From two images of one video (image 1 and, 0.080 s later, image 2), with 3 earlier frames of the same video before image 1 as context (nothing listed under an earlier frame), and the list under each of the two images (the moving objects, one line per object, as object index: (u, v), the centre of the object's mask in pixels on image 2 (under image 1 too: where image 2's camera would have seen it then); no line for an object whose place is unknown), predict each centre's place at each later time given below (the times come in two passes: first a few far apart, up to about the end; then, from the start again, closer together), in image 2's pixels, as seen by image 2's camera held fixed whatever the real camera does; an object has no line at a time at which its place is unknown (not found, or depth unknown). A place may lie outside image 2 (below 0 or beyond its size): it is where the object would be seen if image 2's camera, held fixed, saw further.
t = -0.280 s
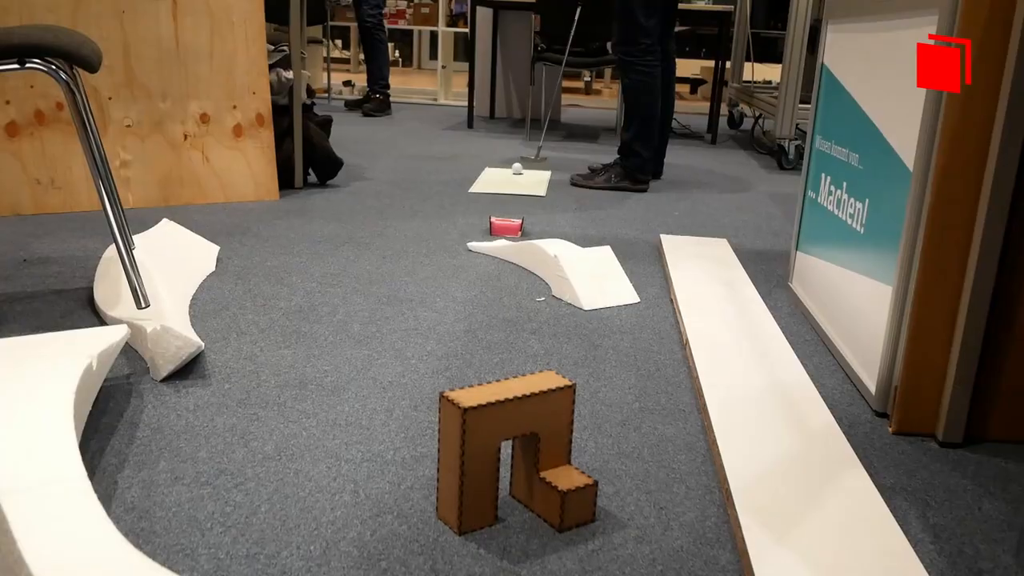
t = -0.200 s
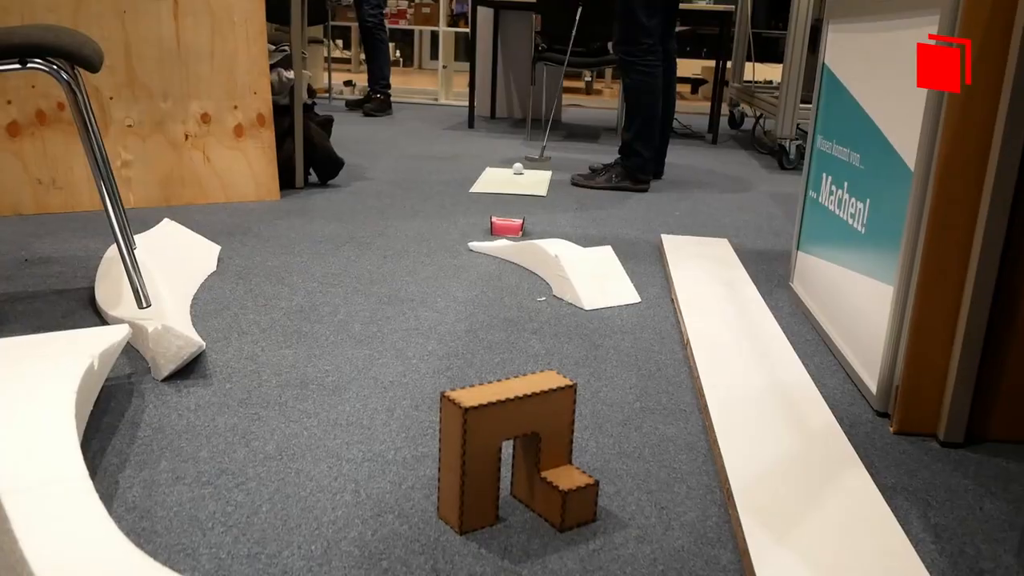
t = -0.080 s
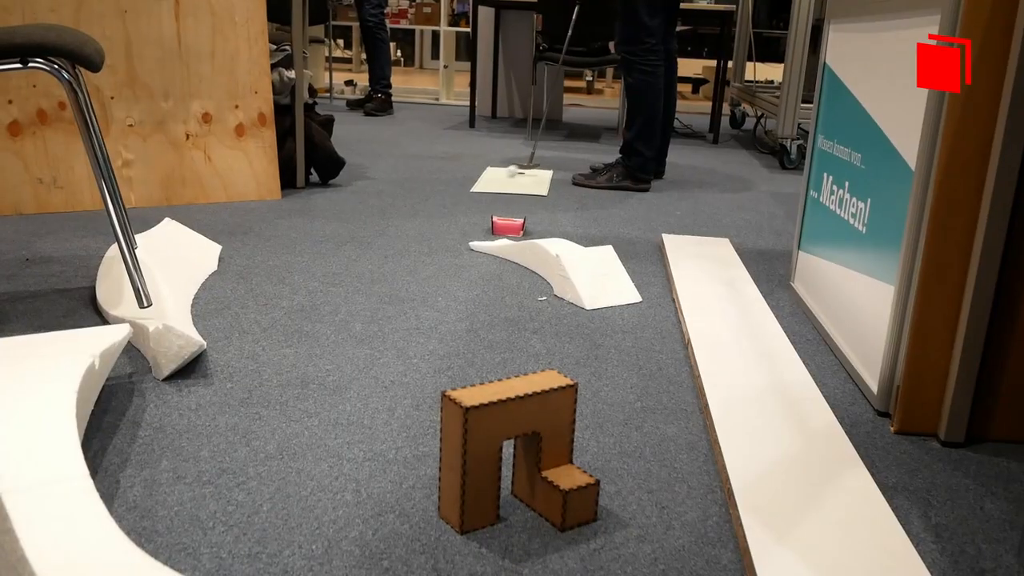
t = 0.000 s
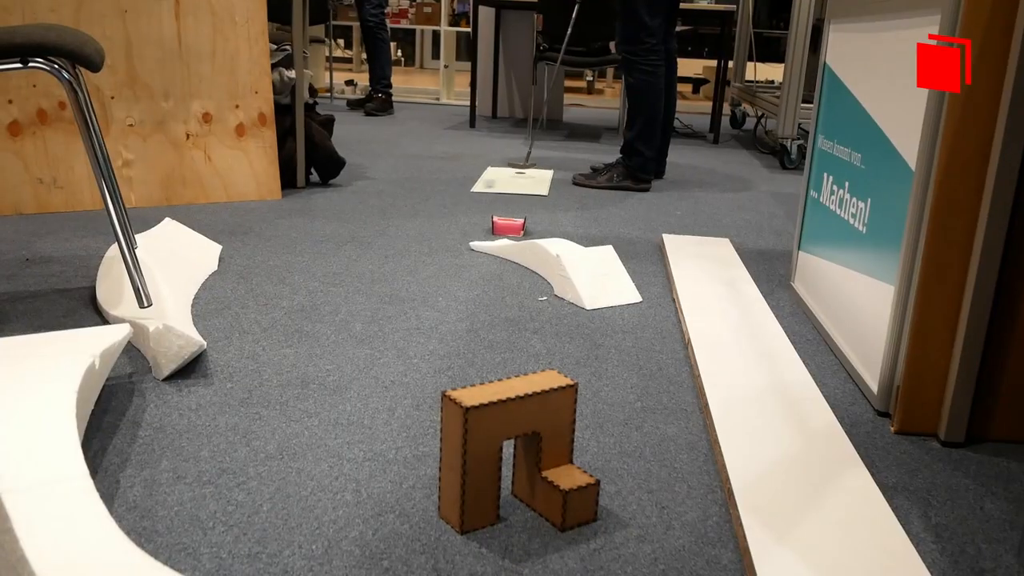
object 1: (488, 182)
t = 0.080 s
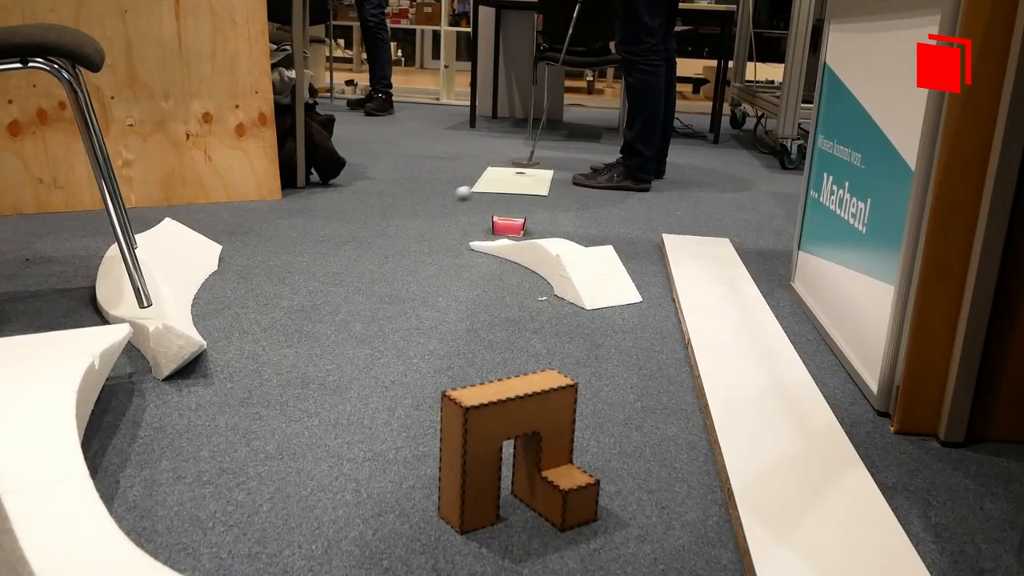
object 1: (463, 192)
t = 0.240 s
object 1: (404, 219)
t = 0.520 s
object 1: (271, 277)
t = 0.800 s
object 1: (208, 331)
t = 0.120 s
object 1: (450, 199)
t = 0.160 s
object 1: (435, 204)
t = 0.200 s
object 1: (420, 211)
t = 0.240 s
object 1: (404, 219)
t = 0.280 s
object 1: (388, 226)
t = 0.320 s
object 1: (372, 233)
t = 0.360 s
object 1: (354, 241)
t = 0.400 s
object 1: (335, 249)
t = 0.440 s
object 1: (316, 257)
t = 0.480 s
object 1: (294, 267)
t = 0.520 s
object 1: (271, 277)
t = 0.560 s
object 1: (246, 289)
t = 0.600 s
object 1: (217, 300)
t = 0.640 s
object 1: (192, 311)
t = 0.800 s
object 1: (208, 331)
